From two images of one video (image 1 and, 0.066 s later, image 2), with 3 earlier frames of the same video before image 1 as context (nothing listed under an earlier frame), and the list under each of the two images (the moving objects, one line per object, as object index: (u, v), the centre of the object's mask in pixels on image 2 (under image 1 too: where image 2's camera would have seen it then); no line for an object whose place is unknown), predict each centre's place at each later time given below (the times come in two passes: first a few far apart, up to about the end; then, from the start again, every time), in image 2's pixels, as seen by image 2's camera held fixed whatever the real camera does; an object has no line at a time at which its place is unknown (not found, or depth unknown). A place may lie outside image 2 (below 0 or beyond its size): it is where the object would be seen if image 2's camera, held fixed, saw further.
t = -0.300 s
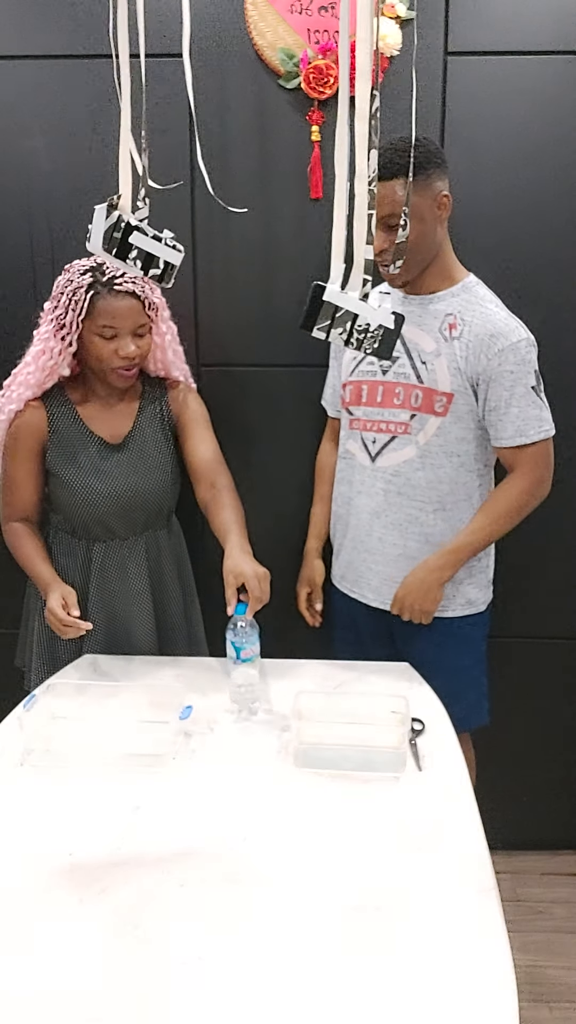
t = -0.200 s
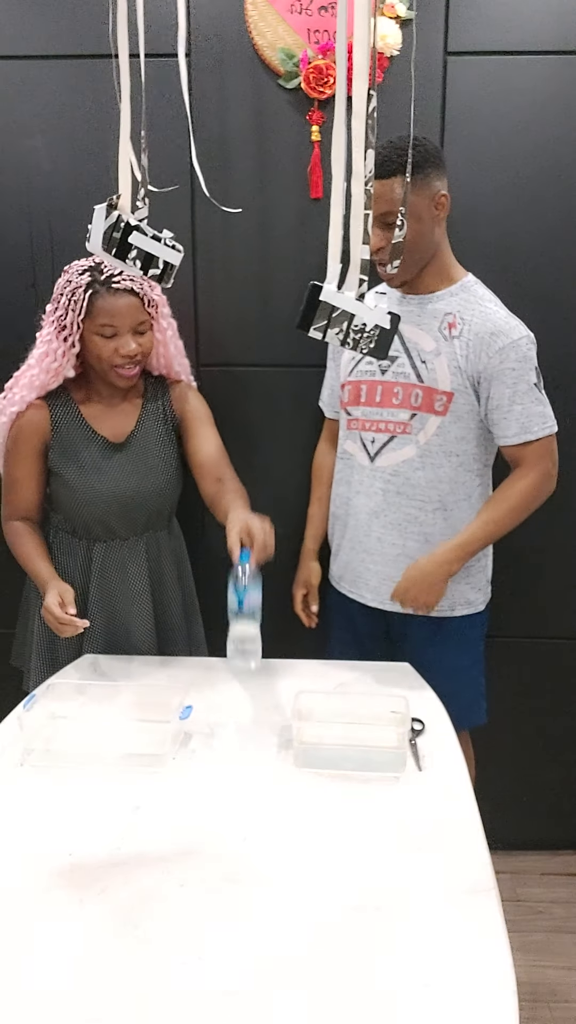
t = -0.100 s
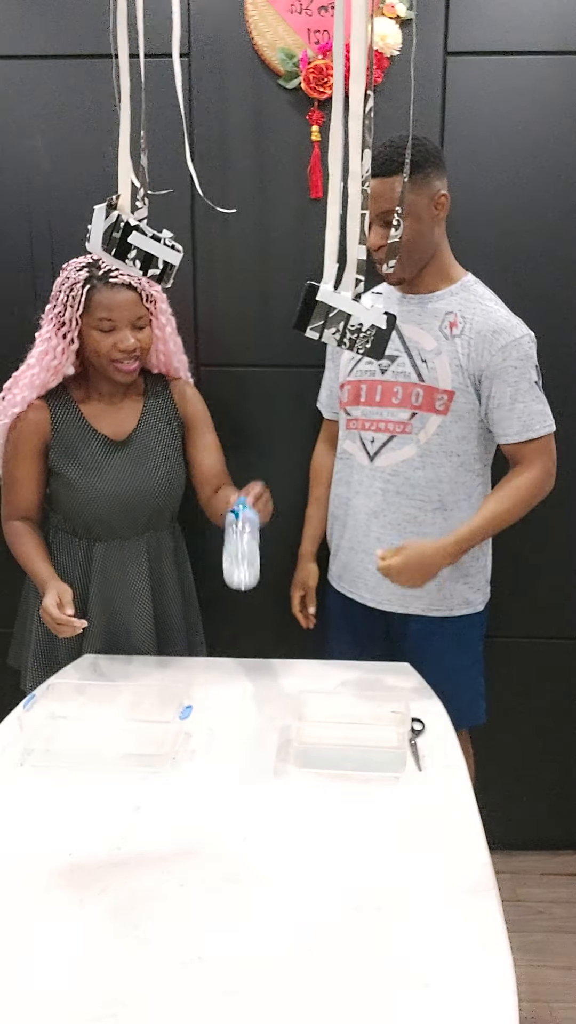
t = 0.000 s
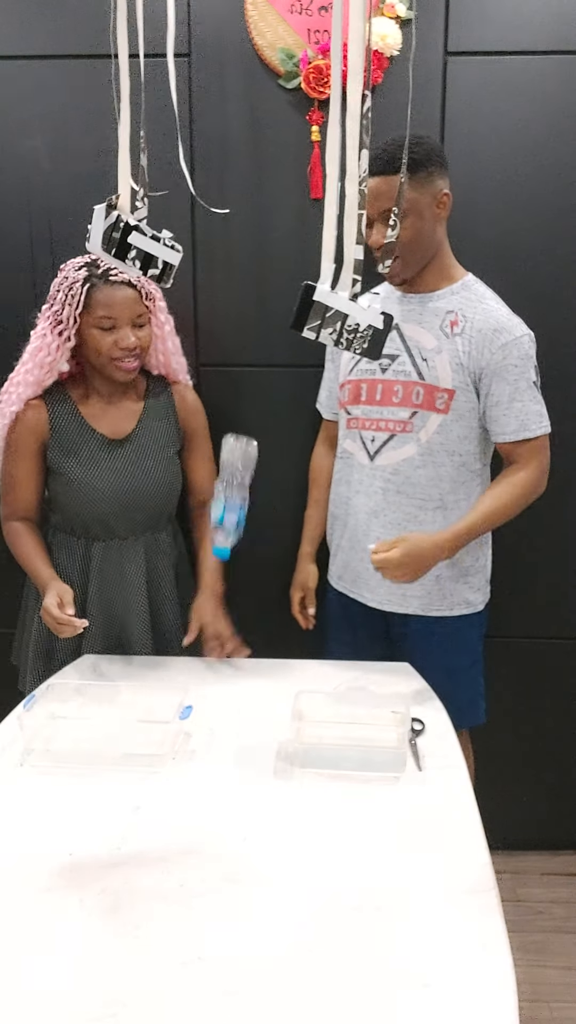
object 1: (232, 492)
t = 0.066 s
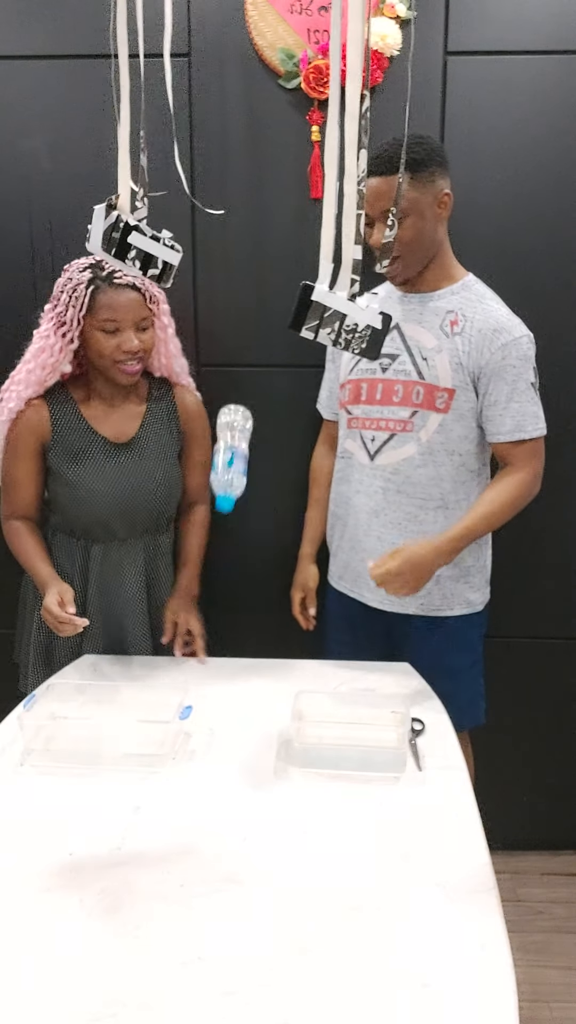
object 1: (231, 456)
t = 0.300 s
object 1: (226, 535)
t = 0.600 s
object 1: (237, 672)
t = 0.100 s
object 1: (231, 448)
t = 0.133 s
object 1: (230, 447)
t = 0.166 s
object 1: (229, 452)
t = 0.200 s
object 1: (229, 465)
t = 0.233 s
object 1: (228, 483)
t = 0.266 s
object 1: (227, 507)
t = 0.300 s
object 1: (226, 535)
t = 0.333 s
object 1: (225, 567)
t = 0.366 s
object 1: (224, 604)
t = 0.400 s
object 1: (226, 636)
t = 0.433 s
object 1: (229, 649)
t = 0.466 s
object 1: (231, 669)
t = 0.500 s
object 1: (230, 673)
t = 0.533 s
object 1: (233, 673)
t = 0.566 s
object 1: (234, 673)
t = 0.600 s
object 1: (237, 672)
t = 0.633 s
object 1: (240, 672)
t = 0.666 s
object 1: (243, 671)
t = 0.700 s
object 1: (245, 671)
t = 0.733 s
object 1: (246, 670)
